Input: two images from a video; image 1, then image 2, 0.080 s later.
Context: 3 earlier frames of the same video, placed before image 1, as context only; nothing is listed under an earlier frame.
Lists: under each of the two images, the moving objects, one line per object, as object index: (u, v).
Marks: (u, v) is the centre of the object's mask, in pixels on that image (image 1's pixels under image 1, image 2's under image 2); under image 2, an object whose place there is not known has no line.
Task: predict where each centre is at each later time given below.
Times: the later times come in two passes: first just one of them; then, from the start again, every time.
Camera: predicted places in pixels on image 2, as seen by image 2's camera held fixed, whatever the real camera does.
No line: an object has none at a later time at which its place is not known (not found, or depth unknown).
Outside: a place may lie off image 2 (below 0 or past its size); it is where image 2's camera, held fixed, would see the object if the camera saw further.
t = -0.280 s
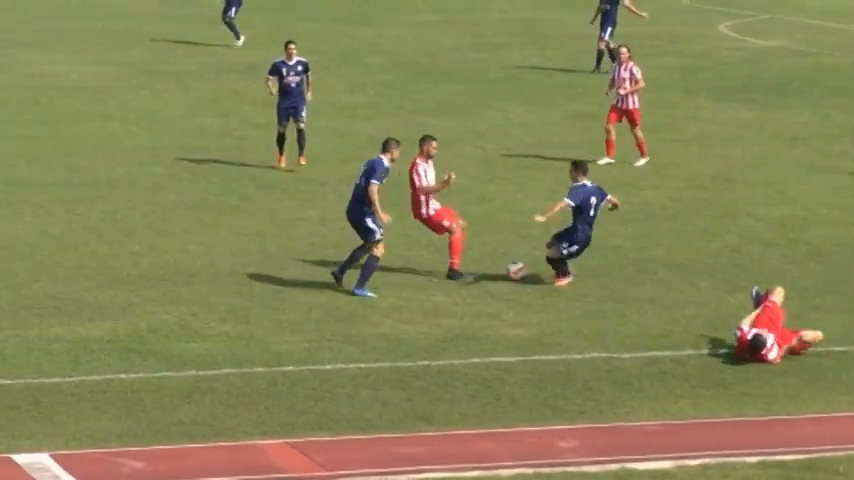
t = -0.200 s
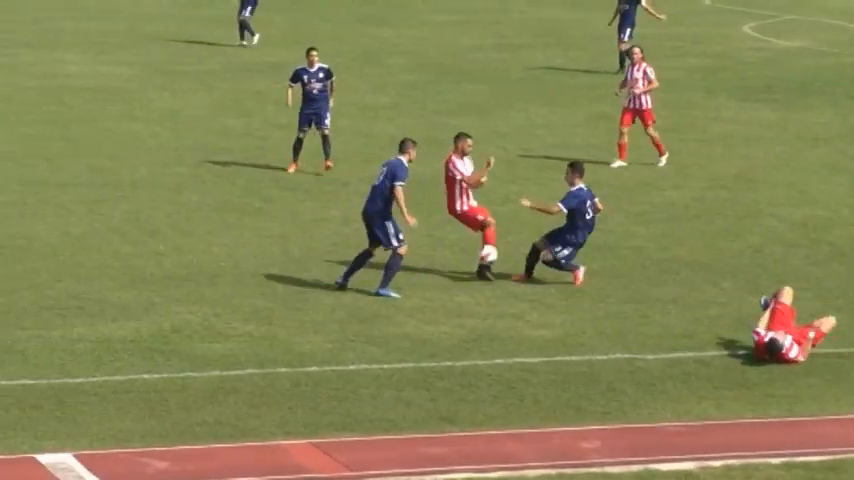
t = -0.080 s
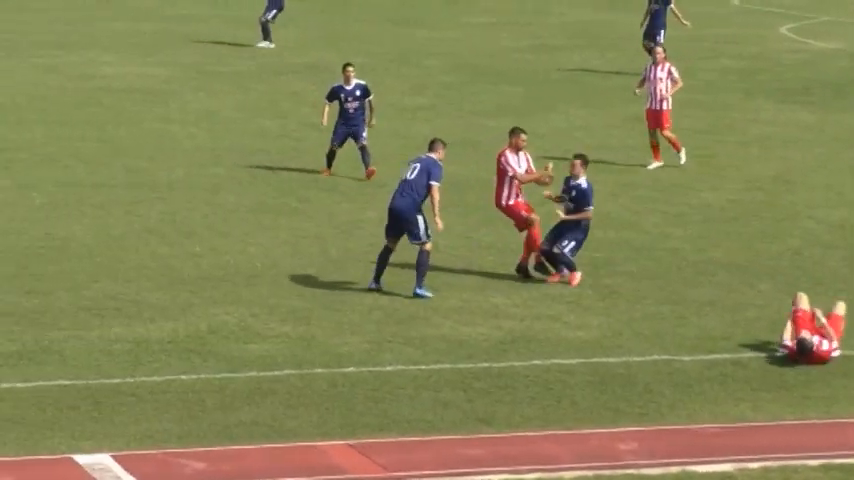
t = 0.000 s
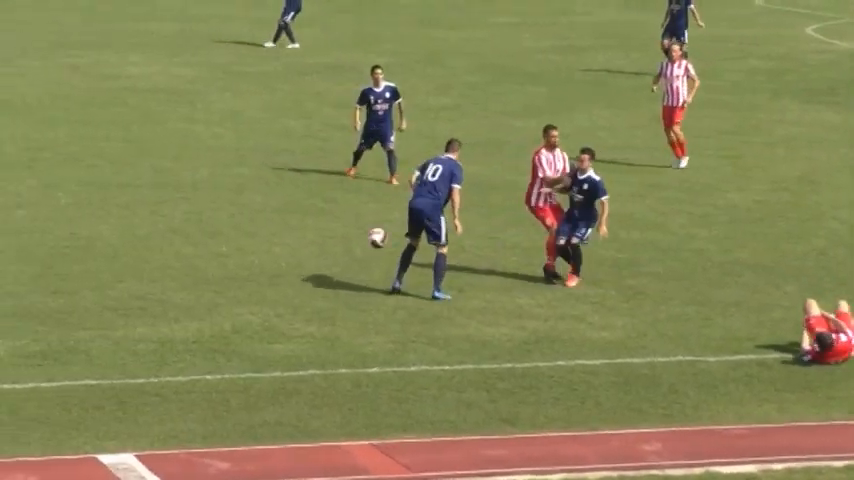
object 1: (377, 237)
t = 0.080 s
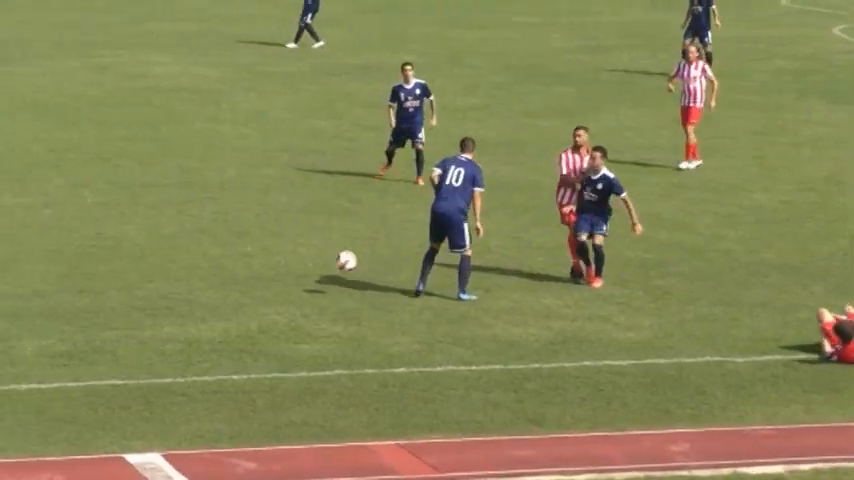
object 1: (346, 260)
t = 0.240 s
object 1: (260, 272)
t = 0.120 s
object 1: (317, 275)
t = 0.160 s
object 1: (288, 289)
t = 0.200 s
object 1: (273, 281)
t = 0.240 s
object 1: (260, 272)
